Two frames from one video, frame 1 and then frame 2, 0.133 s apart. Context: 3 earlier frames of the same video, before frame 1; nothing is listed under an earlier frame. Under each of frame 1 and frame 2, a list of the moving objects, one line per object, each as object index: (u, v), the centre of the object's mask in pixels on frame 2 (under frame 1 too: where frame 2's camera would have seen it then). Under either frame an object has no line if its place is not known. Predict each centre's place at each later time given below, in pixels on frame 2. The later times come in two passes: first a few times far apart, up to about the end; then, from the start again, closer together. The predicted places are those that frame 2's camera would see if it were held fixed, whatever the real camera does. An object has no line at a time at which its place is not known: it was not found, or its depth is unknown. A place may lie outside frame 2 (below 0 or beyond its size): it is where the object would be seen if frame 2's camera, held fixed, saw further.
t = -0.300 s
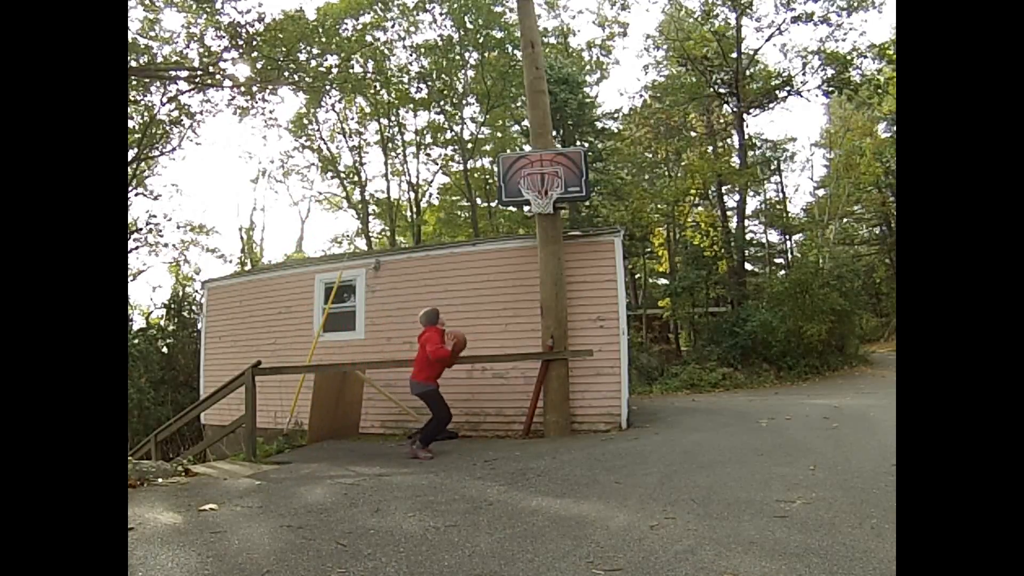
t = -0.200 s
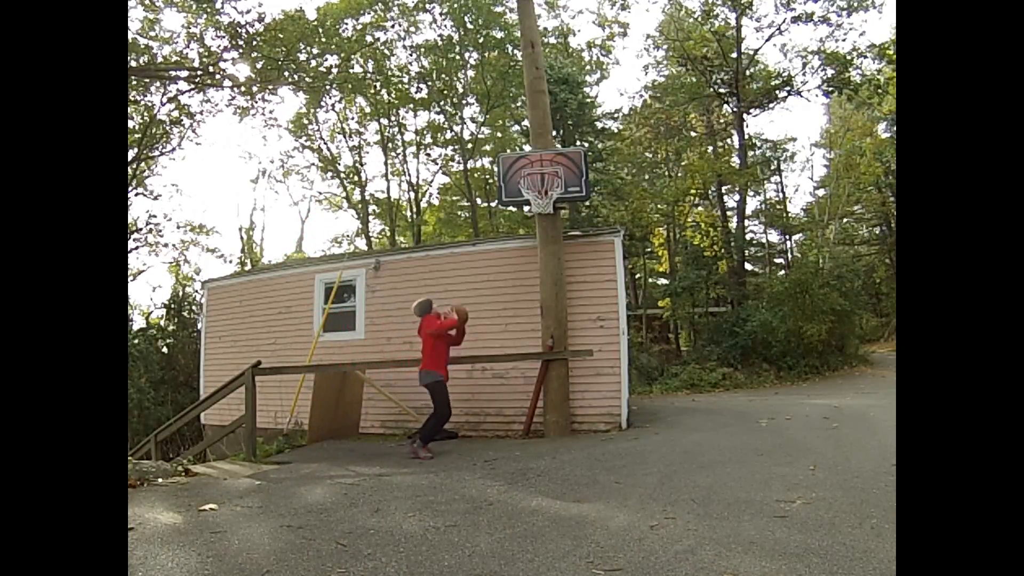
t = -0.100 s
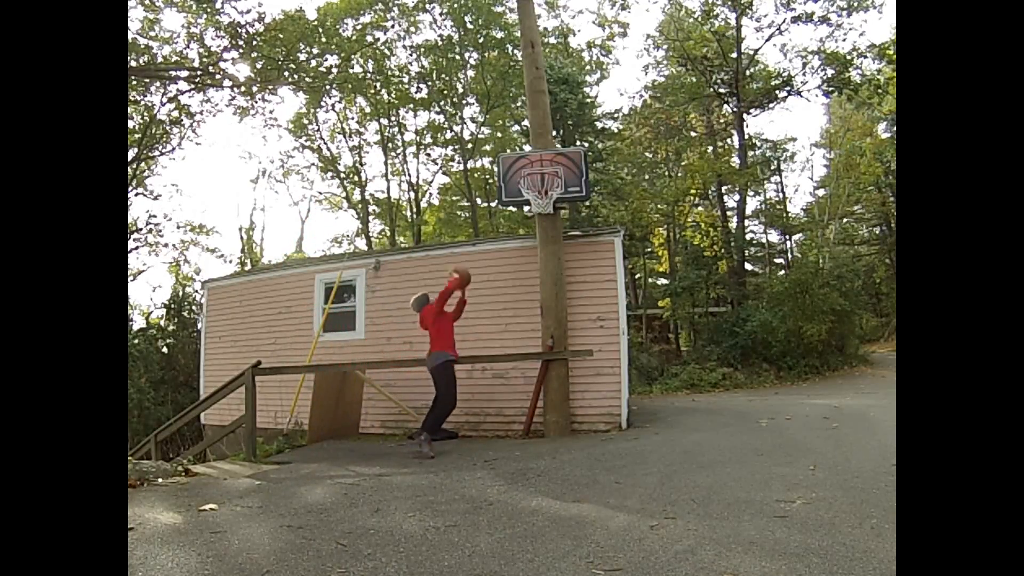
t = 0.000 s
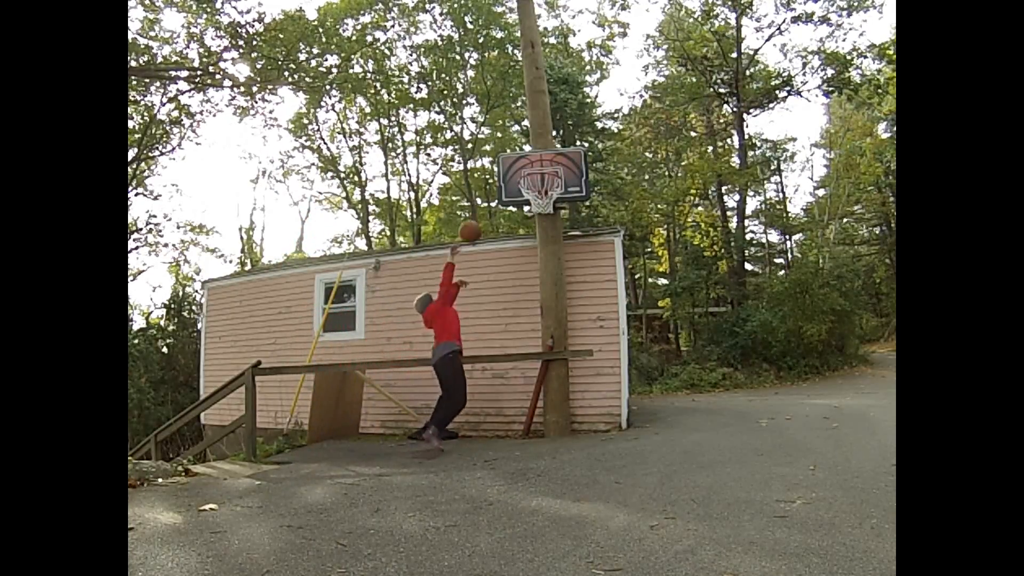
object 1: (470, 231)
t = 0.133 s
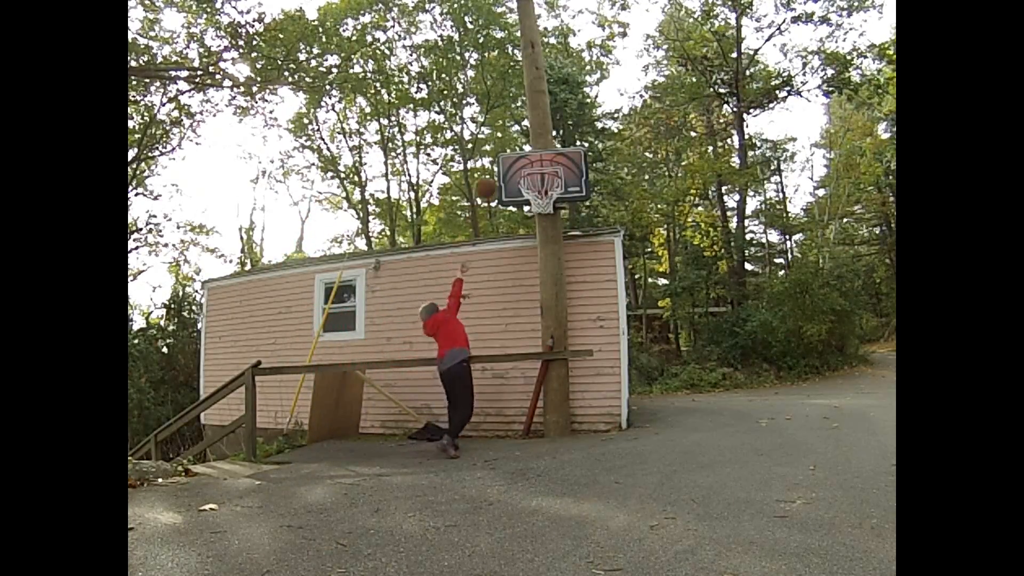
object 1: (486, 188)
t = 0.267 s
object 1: (499, 162)
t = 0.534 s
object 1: (511, 145)
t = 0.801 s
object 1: (522, 172)
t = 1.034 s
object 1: (543, 182)
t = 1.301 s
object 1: (548, 217)
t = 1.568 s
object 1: (542, 304)
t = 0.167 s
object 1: (489, 180)
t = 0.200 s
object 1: (492, 172)
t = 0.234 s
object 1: (495, 167)
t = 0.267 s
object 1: (499, 162)
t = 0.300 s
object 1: (502, 158)
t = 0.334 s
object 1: (505, 155)
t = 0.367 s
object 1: (507, 153)
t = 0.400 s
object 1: (508, 151)
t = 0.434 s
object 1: (508, 148)
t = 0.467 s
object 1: (509, 145)
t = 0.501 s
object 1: (510, 145)
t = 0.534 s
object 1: (511, 145)
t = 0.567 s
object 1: (512, 145)
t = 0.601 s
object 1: (513, 147)
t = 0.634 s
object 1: (514, 150)
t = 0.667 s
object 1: (516, 152)
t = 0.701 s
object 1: (518, 157)
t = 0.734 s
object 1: (519, 162)
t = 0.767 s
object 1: (521, 168)
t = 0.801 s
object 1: (522, 172)
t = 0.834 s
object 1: (525, 171)
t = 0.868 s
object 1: (528, 170)
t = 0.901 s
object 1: (530, 170)
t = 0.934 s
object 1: (534, 171)
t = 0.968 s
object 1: (537, 173)
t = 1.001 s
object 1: (538, 175)
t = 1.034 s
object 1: (543, 182)
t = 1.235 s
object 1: (548, 210)
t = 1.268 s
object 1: (548, 212)
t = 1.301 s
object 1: (548, 217)
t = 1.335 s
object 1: (547, 223)
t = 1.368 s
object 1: (546, 231)
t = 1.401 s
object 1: (545, 240)
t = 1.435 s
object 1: (545, 251)
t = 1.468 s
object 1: (544, 262)
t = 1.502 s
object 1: (543, 275)
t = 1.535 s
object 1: (543, 289)
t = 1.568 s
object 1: (542, 304)
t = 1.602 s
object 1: (542, 319)
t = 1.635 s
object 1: (541, 337)
